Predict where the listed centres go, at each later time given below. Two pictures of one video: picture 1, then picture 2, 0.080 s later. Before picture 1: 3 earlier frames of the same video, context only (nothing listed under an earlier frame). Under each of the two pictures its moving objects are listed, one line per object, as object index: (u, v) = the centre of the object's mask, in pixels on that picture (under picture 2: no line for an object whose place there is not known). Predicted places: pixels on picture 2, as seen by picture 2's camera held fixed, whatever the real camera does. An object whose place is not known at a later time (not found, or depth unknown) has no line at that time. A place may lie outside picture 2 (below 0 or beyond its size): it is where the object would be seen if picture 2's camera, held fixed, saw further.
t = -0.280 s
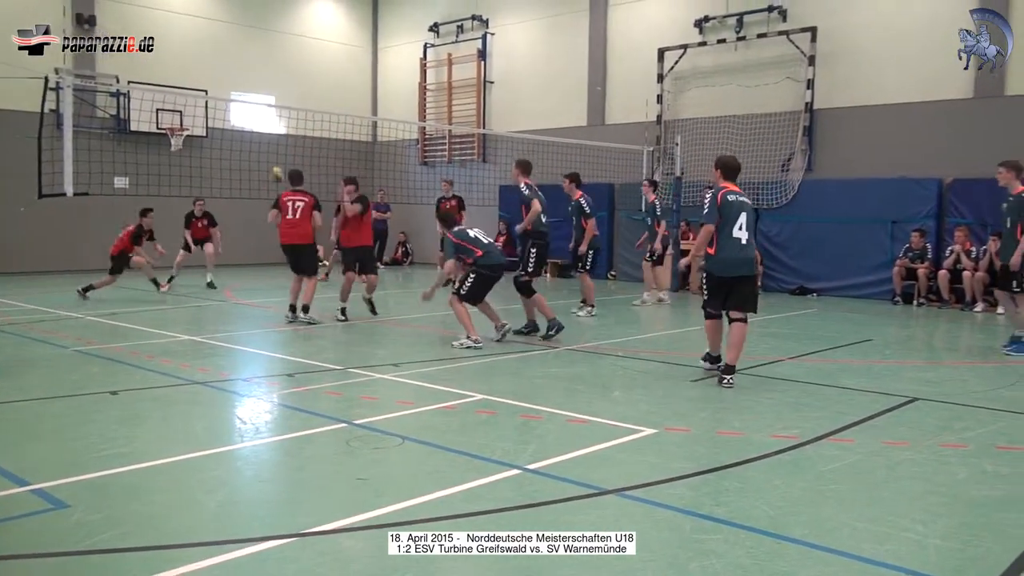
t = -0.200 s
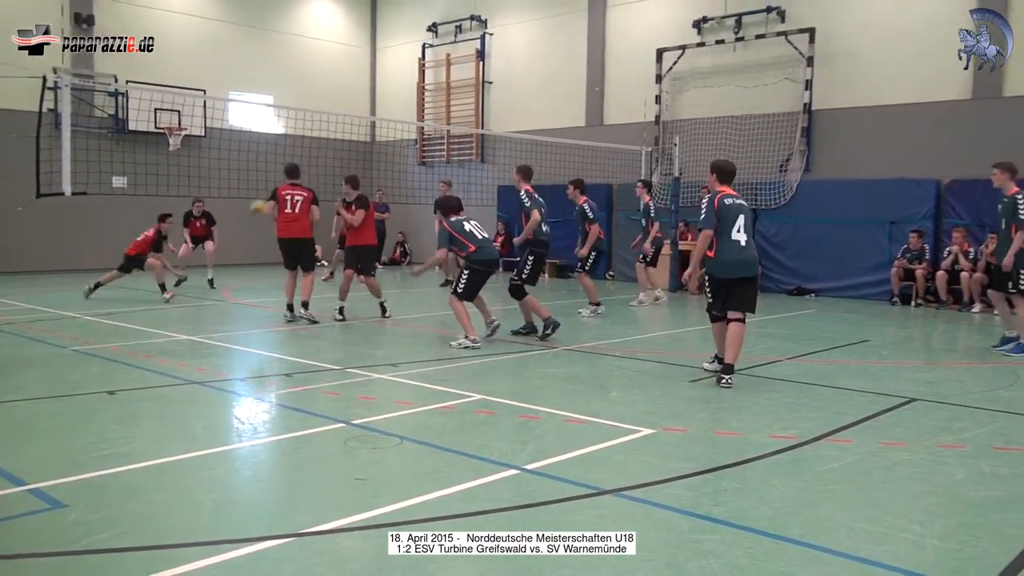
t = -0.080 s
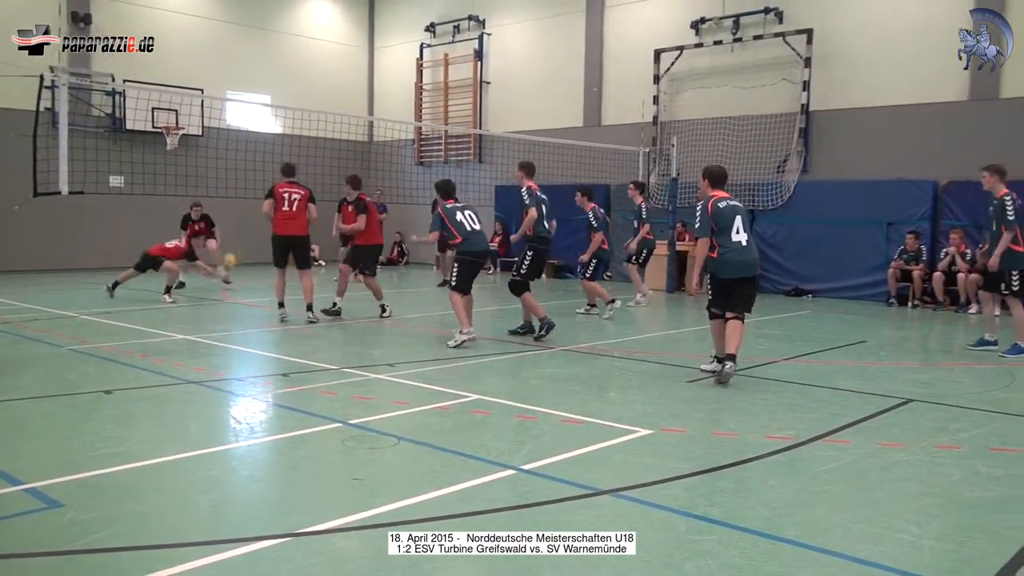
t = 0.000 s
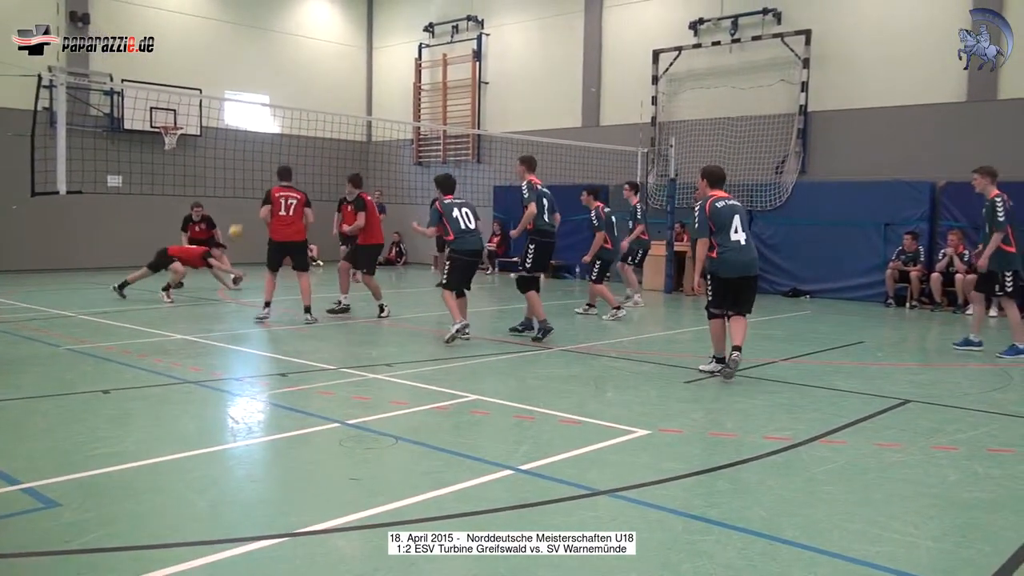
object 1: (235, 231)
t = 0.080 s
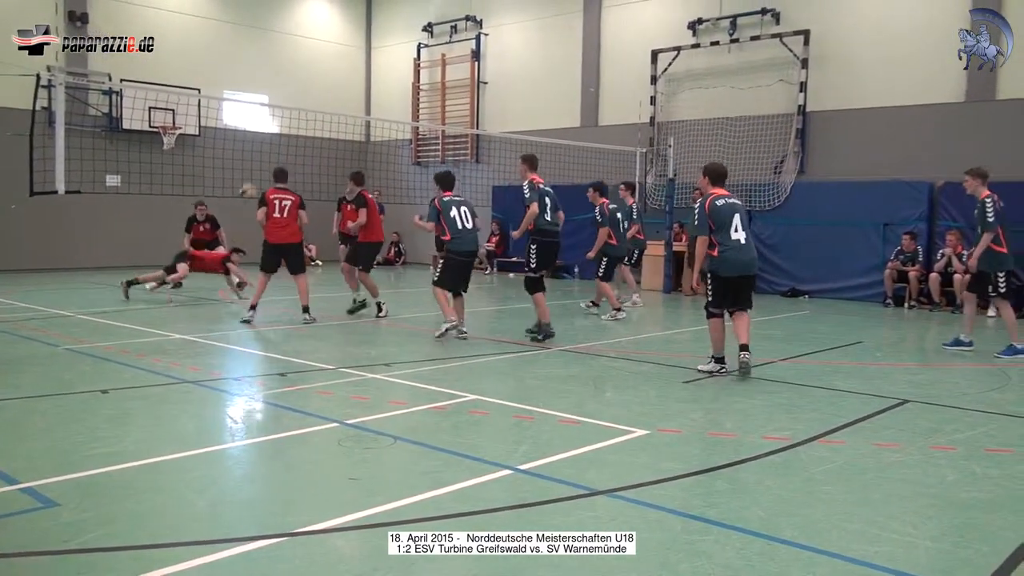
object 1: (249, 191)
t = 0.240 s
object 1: (274, 125)
